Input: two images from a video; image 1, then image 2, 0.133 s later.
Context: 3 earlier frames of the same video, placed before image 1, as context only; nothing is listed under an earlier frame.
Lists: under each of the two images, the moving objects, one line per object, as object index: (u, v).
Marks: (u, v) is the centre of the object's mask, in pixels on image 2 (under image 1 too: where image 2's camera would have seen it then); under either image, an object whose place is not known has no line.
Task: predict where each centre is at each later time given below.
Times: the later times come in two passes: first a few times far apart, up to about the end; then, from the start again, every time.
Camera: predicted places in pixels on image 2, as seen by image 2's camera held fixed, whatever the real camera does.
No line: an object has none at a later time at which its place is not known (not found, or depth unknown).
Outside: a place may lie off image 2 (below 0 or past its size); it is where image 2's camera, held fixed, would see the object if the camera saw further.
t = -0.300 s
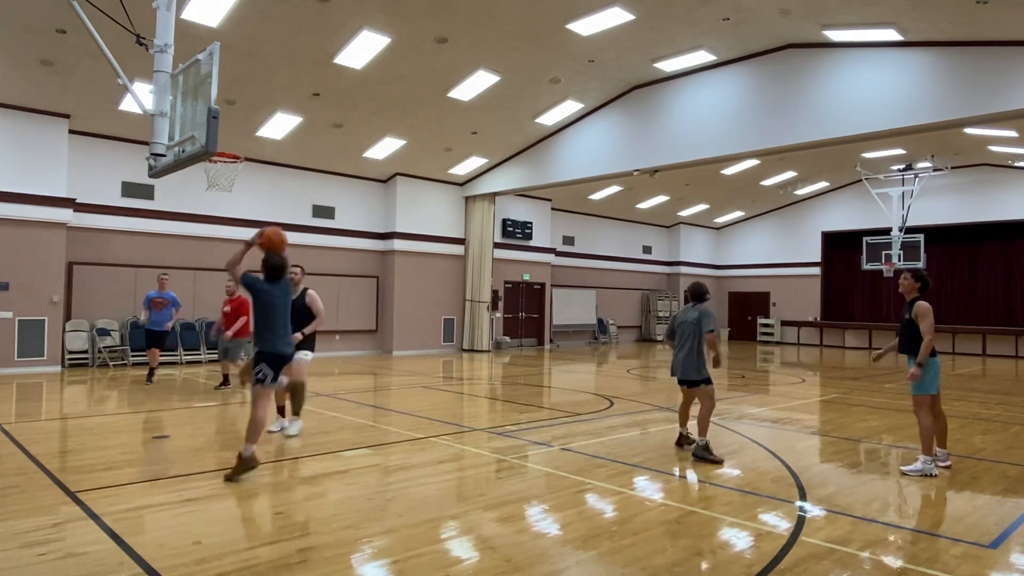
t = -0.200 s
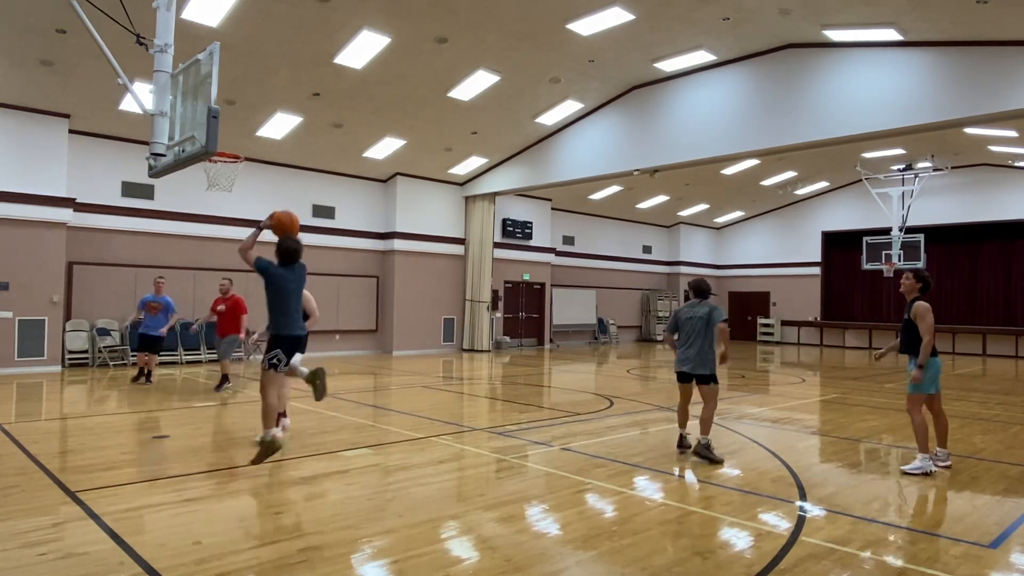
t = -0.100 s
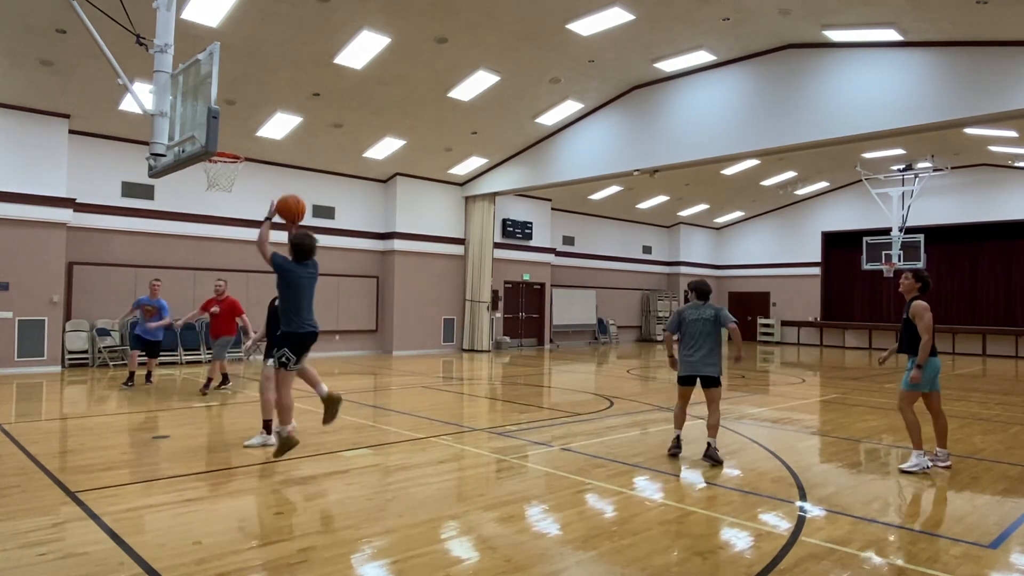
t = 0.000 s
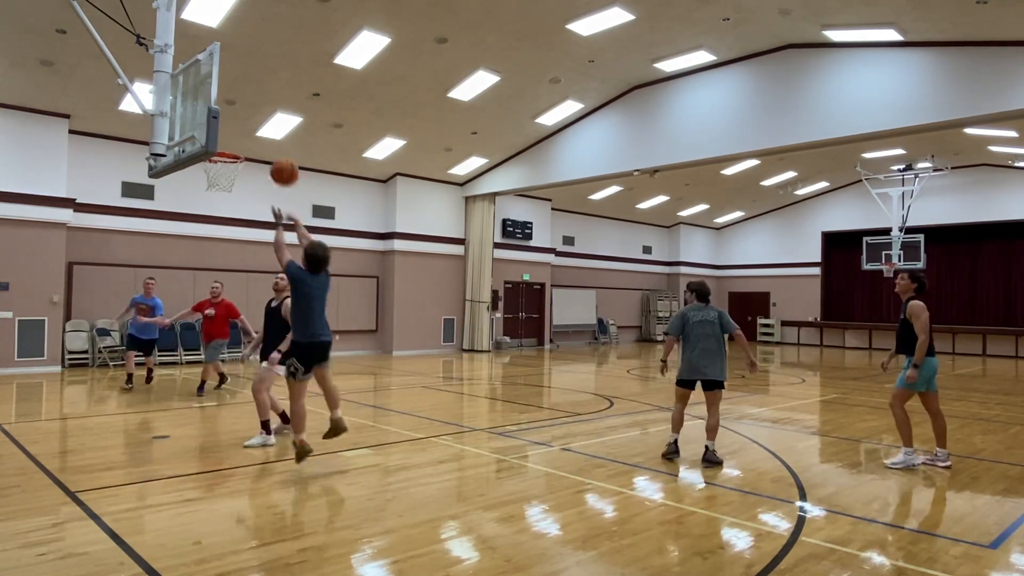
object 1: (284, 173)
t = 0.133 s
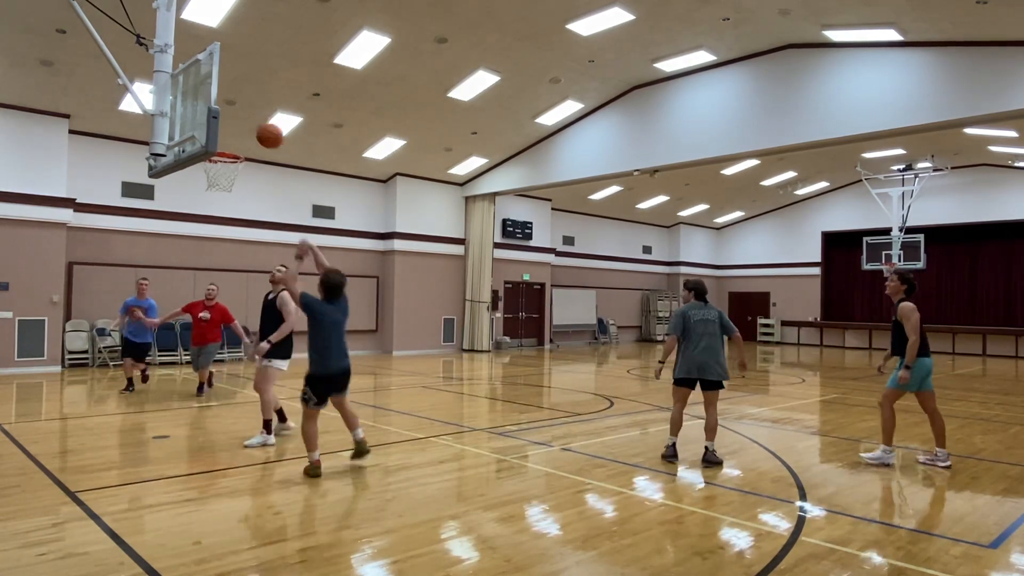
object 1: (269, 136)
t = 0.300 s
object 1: (252, 119)
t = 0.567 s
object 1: (229, 149)
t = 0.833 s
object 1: (250, 186)
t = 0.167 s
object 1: (265, 130)
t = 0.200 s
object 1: (262, 125)
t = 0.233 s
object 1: (258, 122)
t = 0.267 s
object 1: (256, 120)
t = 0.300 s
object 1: (252, 119)
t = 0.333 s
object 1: (249, 119)
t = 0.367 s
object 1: (246, 121)
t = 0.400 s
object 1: (243, 123)
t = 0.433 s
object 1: (240, 126)
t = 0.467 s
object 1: (237, 131)
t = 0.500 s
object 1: (234, 136)
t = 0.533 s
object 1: (231, 142)
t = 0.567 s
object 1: (229, 149)
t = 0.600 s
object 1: (230, 151)
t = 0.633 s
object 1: (234, 152)
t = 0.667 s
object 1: (236, 156)
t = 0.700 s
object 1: (239, 159)
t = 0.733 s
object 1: (242, 164)
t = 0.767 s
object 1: (245, 170)
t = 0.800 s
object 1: (247, 178)
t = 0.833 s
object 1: (250, 186)
